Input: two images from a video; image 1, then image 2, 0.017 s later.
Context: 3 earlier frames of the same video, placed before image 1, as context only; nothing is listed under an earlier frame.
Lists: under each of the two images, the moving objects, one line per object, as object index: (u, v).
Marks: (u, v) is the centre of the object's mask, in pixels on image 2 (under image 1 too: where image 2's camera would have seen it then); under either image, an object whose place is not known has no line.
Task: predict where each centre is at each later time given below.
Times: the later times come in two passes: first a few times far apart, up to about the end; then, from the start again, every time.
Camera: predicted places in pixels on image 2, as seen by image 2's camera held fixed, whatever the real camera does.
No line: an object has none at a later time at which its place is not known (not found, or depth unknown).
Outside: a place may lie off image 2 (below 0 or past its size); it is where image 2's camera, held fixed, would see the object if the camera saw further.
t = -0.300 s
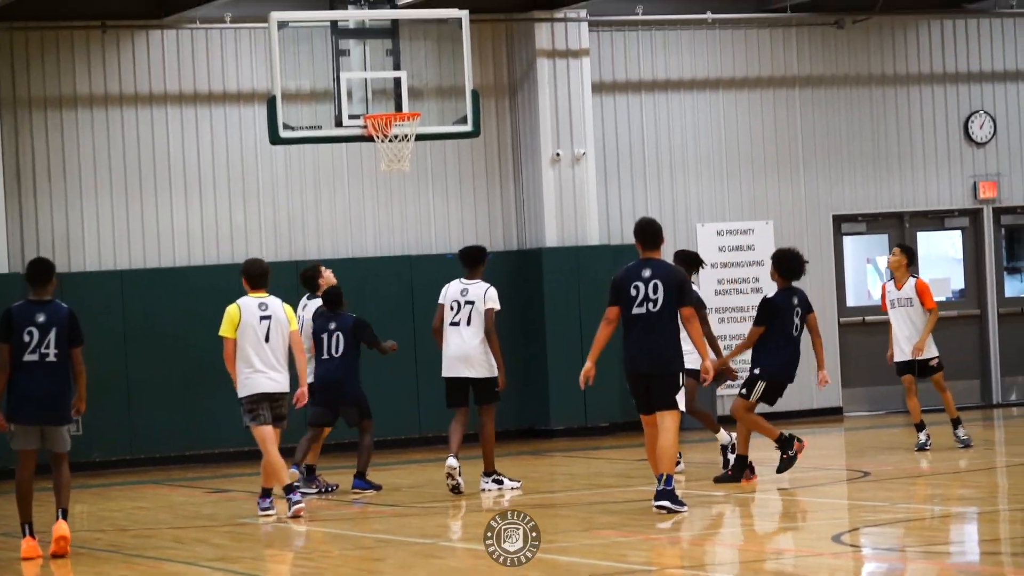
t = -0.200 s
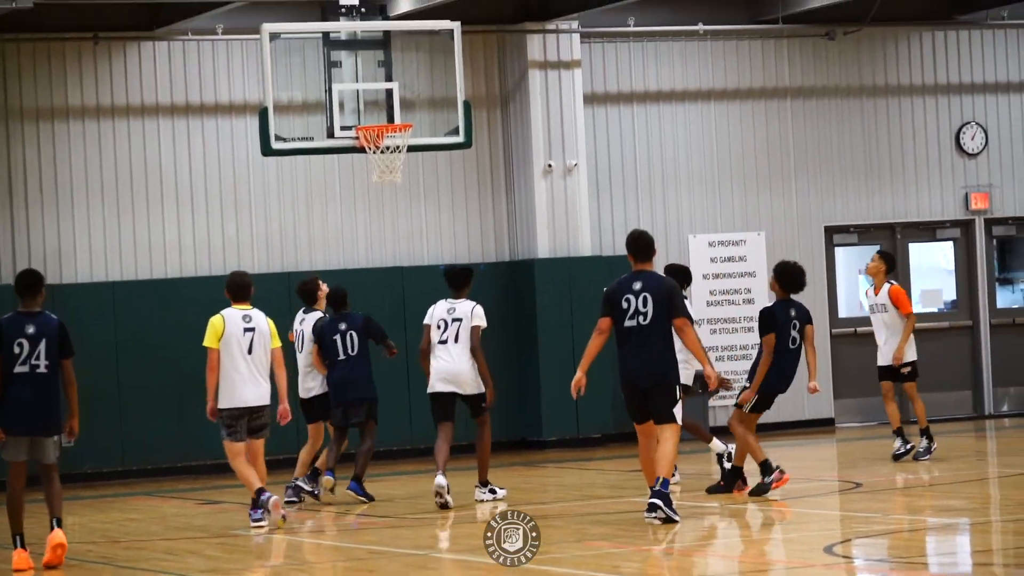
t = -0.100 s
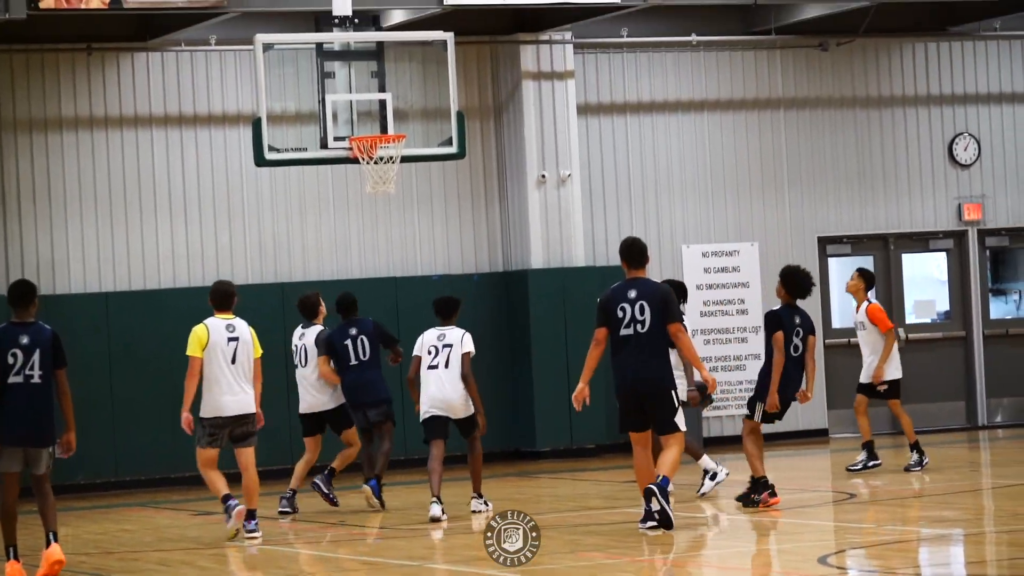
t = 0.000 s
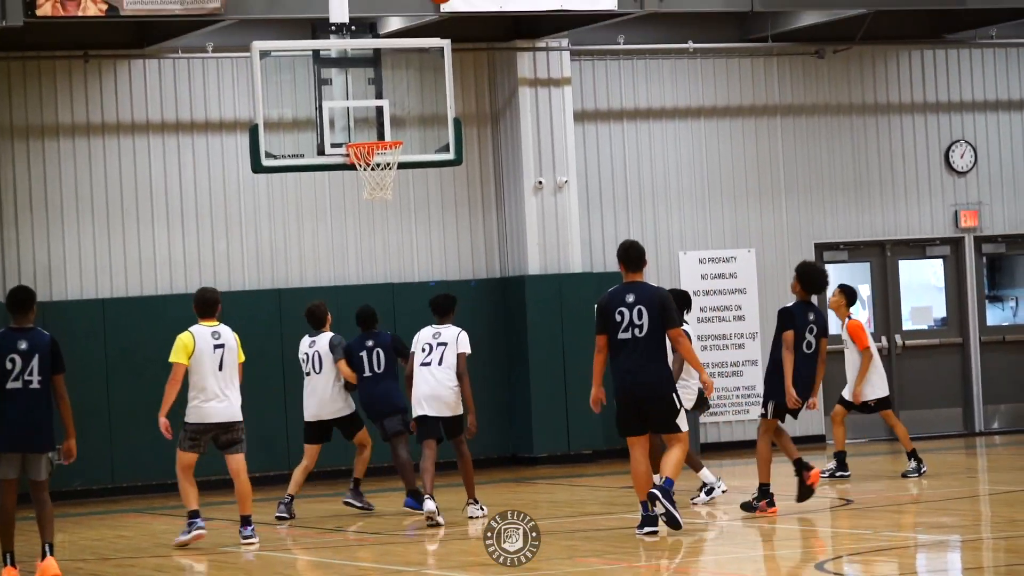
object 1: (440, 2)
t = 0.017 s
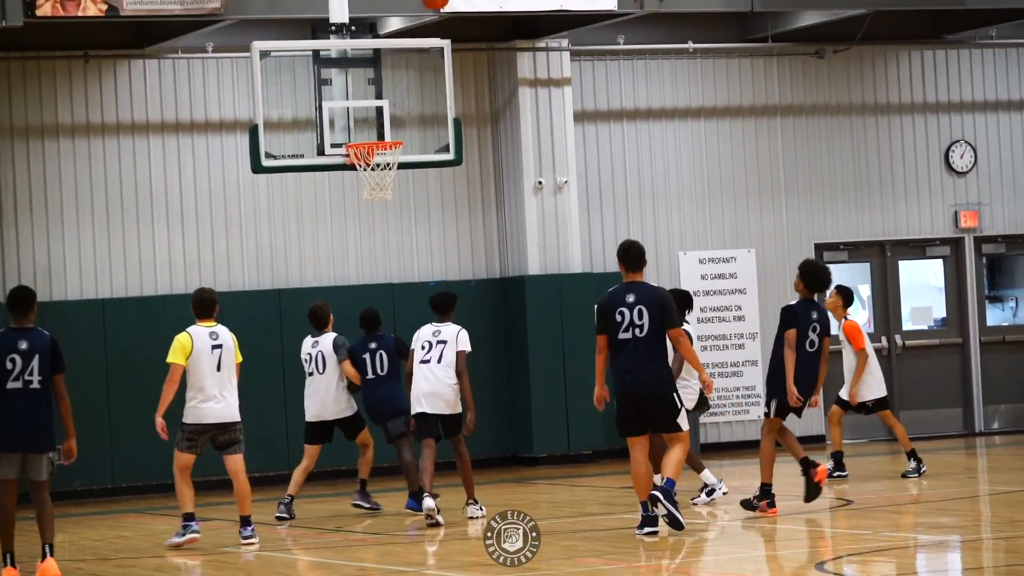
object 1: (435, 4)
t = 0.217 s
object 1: (382, 89)
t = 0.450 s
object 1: (367, 174)
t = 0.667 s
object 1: (352, 186)
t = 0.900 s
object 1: (348, 245)
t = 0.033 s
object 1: (431, 7)
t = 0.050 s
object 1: (426, 10)
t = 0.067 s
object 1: (422, 15)
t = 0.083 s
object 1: (417, 22)
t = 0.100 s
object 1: (413, 29)
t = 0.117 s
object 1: (408, 37)
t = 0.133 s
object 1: (404, 45)
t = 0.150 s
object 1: (399, 53)
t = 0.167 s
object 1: (395, 62)
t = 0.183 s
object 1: (391, 70)
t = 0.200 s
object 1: (387, 79)
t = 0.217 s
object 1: (382, 89)
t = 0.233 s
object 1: (377, 98)
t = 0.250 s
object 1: (373, 109)
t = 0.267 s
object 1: (369, 119)
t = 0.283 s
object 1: (365, 128)
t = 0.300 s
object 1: (361, 135)
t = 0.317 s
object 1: (367, 136)
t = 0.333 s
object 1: (375, 137)
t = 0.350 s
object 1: (385, 147)
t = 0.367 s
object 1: (392, 151)
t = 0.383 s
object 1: (386, 157)
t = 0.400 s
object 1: (381, 160)
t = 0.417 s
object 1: (376, 163)
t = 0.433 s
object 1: (371, 169)
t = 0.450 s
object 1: (367, 174)
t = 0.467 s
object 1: (363, 178)
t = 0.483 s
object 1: (360, 178)
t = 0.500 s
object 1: (359, 179)
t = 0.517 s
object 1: (357, 179)
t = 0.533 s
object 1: (355, 179)
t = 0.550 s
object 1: (355, 179)
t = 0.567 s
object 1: (354, 180)
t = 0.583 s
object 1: (354, 180)
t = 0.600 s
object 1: (354, 181)
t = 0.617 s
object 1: (353, 181)
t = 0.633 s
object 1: (352, 183)
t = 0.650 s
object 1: (352, 184)
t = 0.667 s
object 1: (352, 186)
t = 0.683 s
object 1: (351, 188)
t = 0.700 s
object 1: (350, 193)
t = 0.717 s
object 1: (351, 195)
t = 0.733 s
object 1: (350, 197)
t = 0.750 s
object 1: (351, 200)
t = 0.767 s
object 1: (350, 204)
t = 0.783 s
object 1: (350, 208)
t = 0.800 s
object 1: (350, 212)
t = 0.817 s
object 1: (349, 217)
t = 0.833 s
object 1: (349, 222)
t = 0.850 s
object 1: (348, 228)
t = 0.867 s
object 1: (348, 233)
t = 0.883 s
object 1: (348, 239)
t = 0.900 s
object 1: (348, 245)
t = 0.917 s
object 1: (348, 252)
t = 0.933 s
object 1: (349, 258)
